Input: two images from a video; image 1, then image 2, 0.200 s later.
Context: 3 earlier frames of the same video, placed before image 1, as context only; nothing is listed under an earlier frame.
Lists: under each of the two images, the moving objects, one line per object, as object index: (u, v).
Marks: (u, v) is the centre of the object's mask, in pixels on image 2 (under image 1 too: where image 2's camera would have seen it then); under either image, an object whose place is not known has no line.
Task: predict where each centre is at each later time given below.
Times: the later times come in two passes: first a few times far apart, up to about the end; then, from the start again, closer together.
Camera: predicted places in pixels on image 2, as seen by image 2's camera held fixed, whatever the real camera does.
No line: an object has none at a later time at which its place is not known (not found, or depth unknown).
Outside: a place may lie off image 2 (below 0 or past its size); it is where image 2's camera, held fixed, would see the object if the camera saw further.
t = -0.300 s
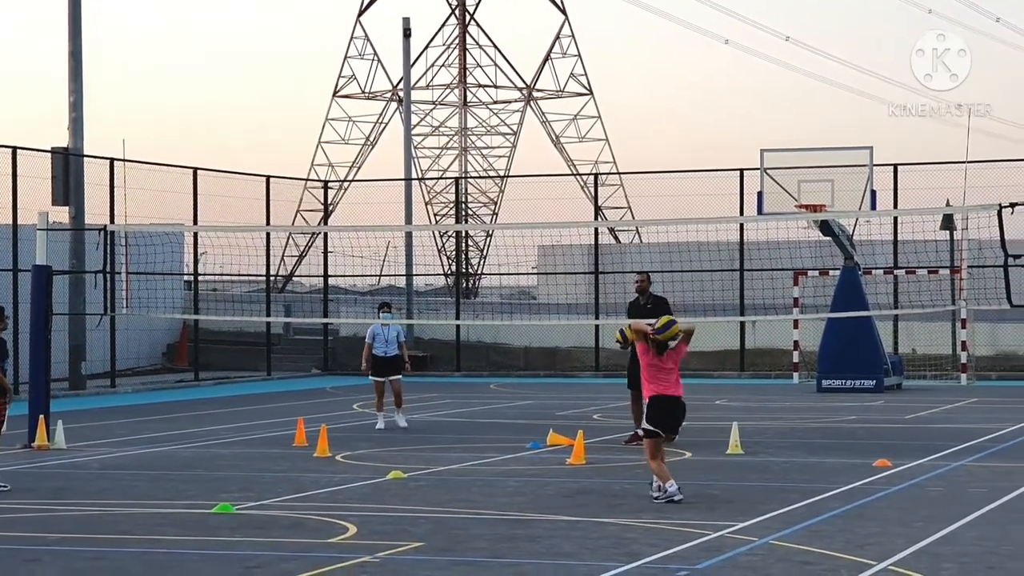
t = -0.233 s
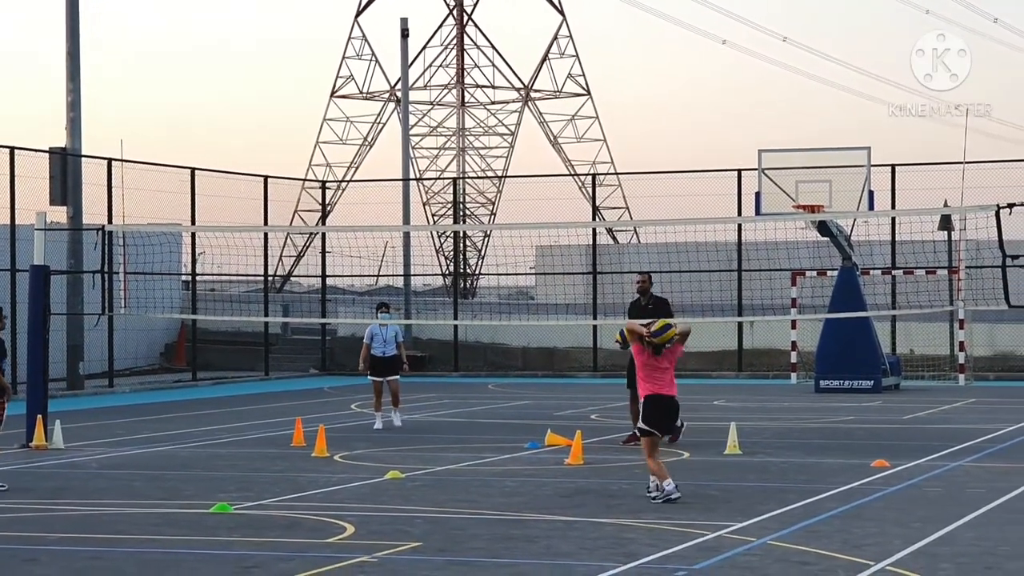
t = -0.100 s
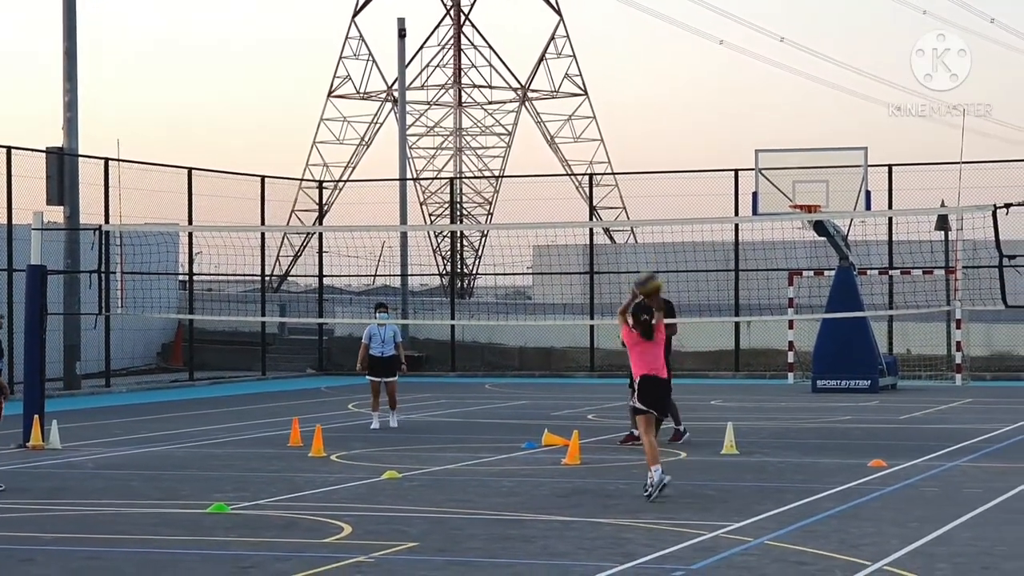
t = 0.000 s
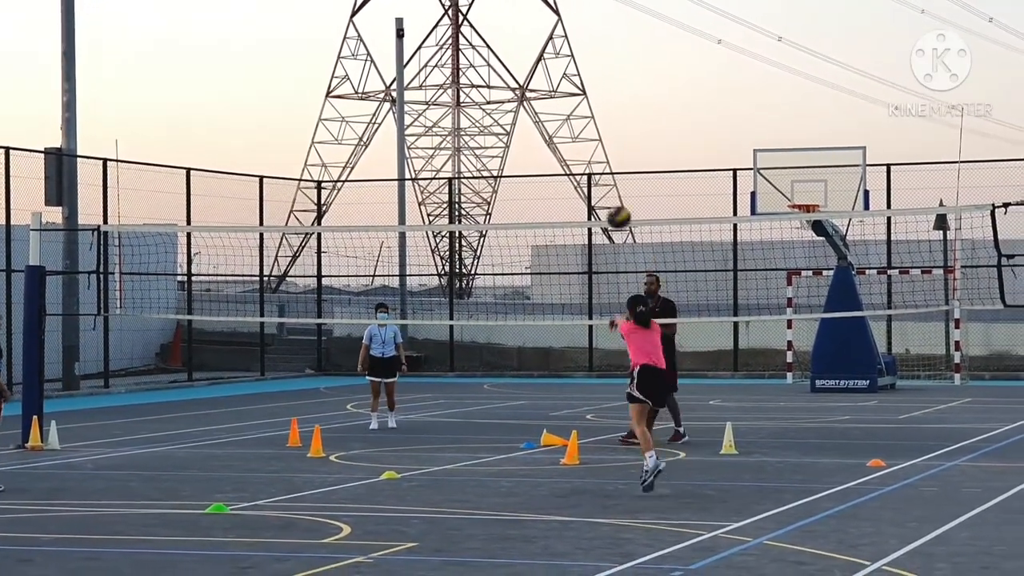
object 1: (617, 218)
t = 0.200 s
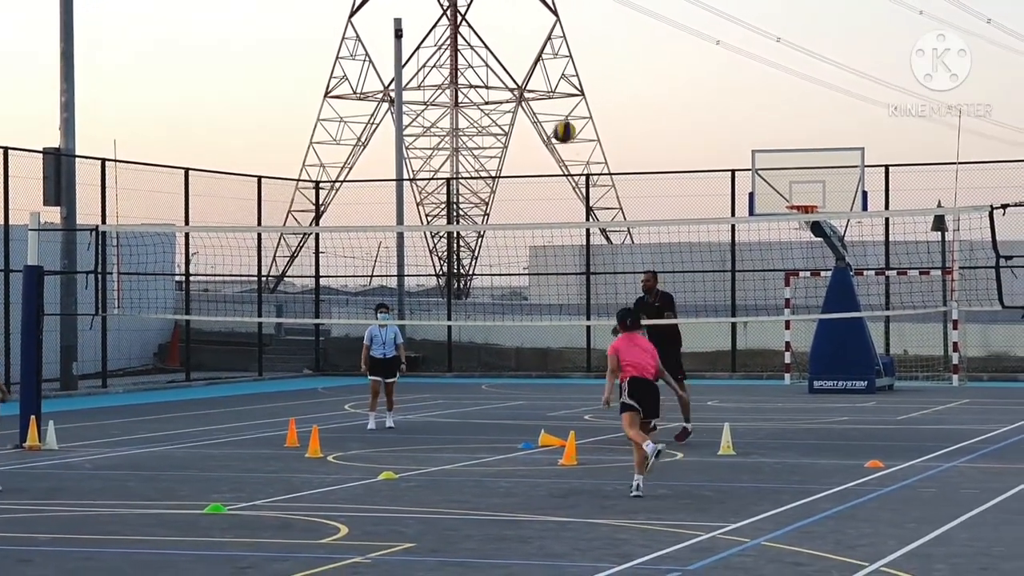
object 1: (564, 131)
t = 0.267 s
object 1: (549, 115)
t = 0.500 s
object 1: (504, 98)
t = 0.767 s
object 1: (459, 142)
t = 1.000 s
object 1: (423, 219)
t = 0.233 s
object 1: (556, 122)
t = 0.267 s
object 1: (549, 115)
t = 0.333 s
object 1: (535, 105)
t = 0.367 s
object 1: (529, 101)
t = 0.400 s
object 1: (522, 99)
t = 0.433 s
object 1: (516, 97)
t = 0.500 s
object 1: (504, 98)
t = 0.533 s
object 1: (497, 100)
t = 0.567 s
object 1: (492, 103)
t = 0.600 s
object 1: (486, 107)
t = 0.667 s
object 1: (474, 118)
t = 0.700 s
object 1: (468, 125)
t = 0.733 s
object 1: (463, 133)
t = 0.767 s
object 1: (459, 142)
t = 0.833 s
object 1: (448, 161)
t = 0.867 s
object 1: (443, 172)
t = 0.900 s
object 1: (439, 183)
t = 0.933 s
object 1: (434, 196)
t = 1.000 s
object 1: (423, 219)
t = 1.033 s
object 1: (419, 238)
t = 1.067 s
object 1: (415, 253)
